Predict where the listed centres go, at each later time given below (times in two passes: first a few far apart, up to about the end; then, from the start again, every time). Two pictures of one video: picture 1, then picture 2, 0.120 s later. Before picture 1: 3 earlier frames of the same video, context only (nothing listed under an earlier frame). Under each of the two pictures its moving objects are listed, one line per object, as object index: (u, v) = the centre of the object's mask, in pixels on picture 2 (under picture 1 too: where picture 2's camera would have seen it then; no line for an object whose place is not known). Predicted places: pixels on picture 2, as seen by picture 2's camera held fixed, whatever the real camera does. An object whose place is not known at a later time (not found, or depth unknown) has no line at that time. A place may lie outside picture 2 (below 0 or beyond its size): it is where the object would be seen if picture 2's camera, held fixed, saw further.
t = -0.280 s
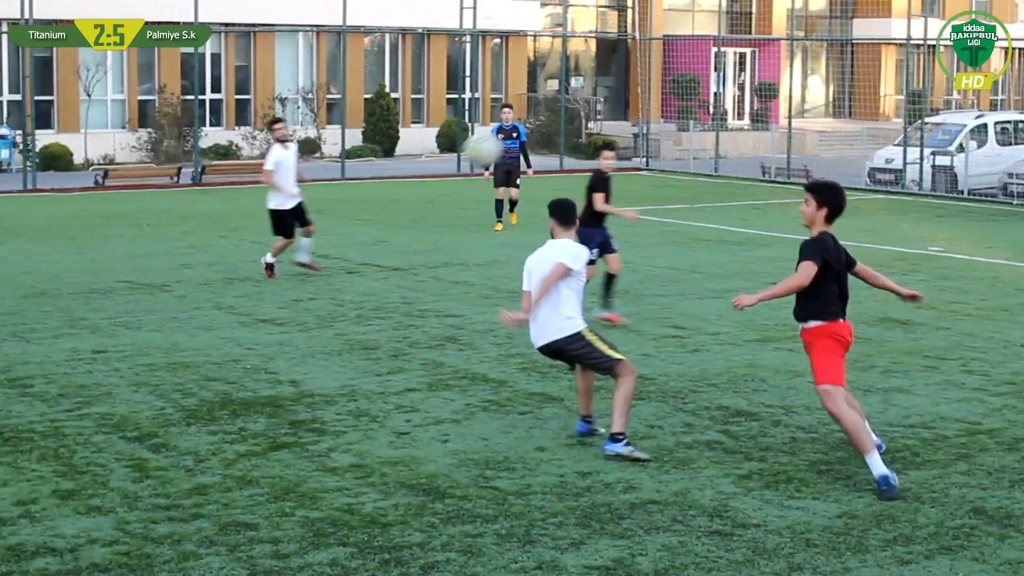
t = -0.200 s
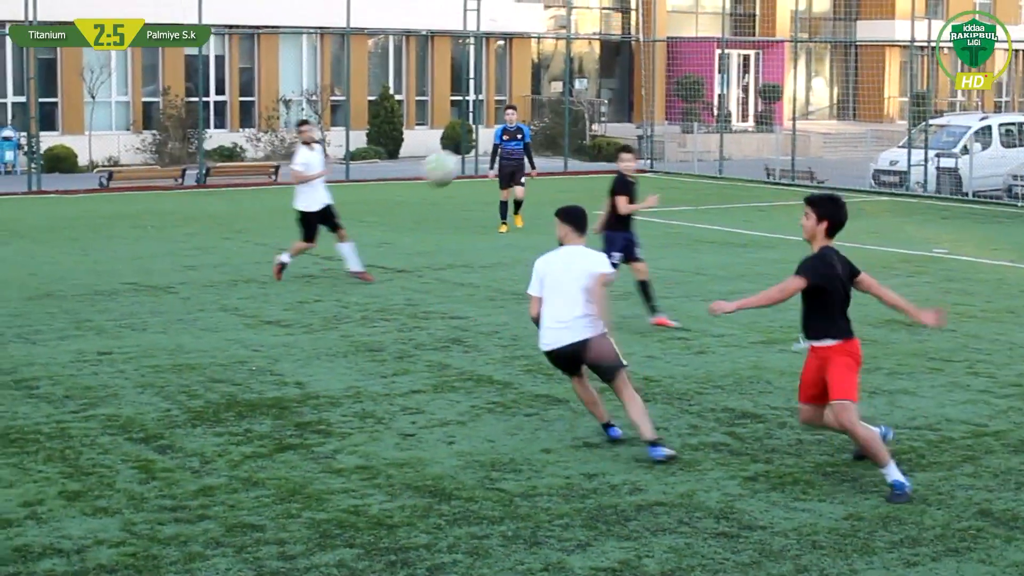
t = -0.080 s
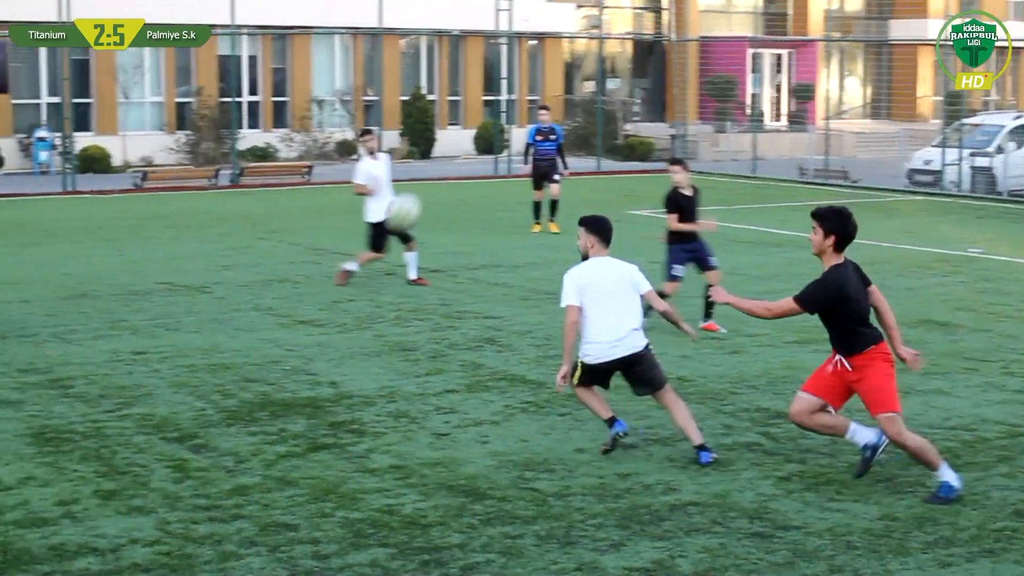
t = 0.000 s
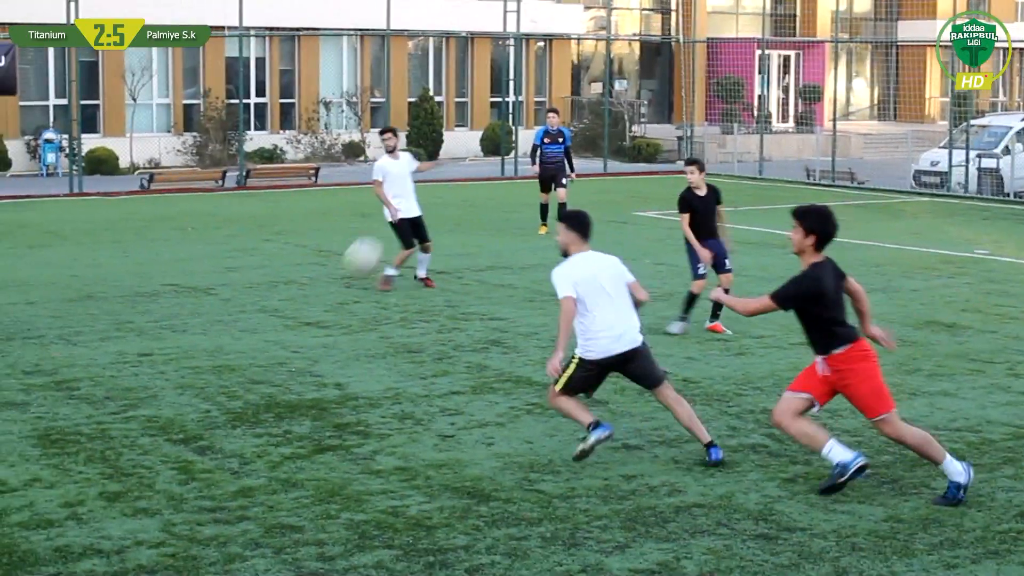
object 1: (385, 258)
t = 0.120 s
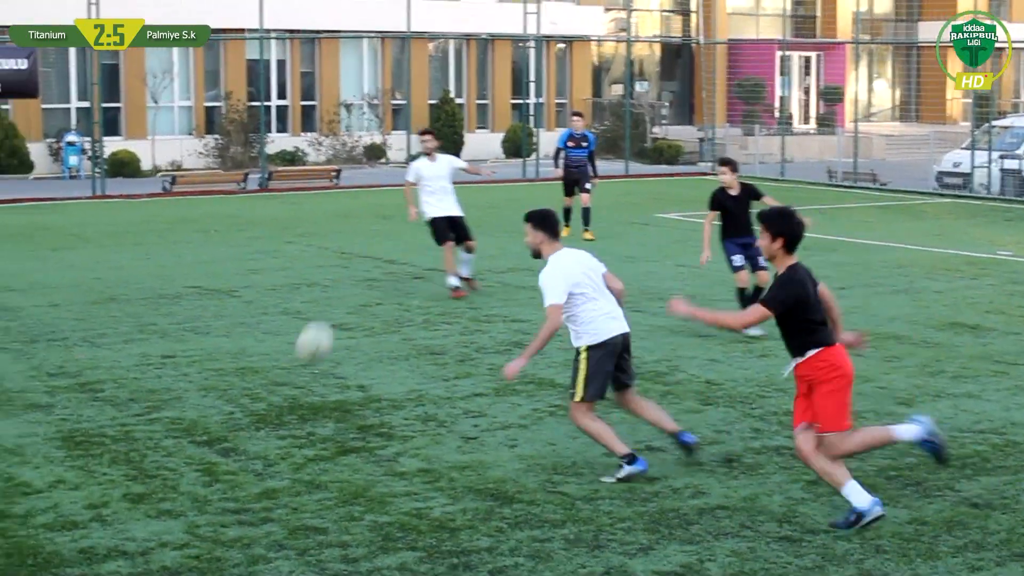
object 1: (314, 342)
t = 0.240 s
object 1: (259, 404)
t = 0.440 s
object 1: (230, 321)
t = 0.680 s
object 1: (197, 300)
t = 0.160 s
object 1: (292, 374)
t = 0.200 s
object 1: (269, 409)
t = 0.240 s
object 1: (259, 404)
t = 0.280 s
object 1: (253, 383)
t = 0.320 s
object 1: (247, 363)
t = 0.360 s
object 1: (242, 348)
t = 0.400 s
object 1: (236, 333)
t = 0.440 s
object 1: (230, 321)
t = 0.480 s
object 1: (224, 312)
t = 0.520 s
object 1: (219, 304)
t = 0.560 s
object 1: (214, 300)
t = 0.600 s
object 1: (209, 297)
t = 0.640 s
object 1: (203, 297)
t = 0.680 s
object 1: (197, 300)
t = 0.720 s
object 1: (192, 305)
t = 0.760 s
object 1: (187, 313)
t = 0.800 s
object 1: (181, 323)
